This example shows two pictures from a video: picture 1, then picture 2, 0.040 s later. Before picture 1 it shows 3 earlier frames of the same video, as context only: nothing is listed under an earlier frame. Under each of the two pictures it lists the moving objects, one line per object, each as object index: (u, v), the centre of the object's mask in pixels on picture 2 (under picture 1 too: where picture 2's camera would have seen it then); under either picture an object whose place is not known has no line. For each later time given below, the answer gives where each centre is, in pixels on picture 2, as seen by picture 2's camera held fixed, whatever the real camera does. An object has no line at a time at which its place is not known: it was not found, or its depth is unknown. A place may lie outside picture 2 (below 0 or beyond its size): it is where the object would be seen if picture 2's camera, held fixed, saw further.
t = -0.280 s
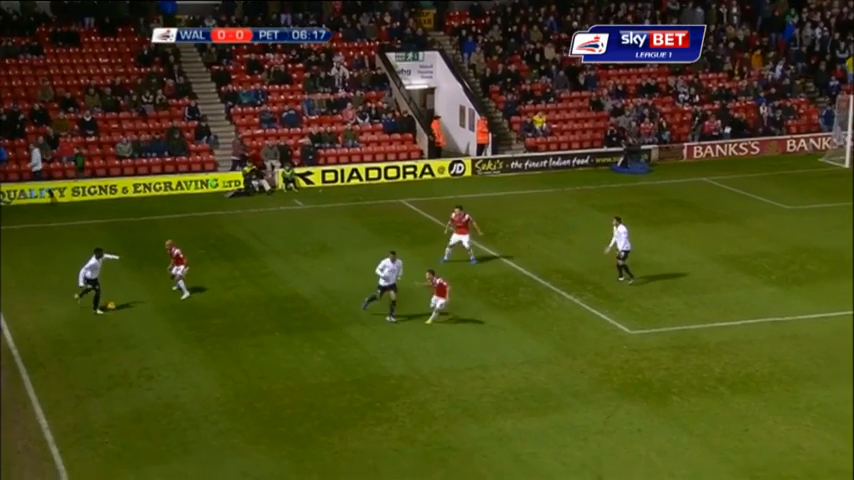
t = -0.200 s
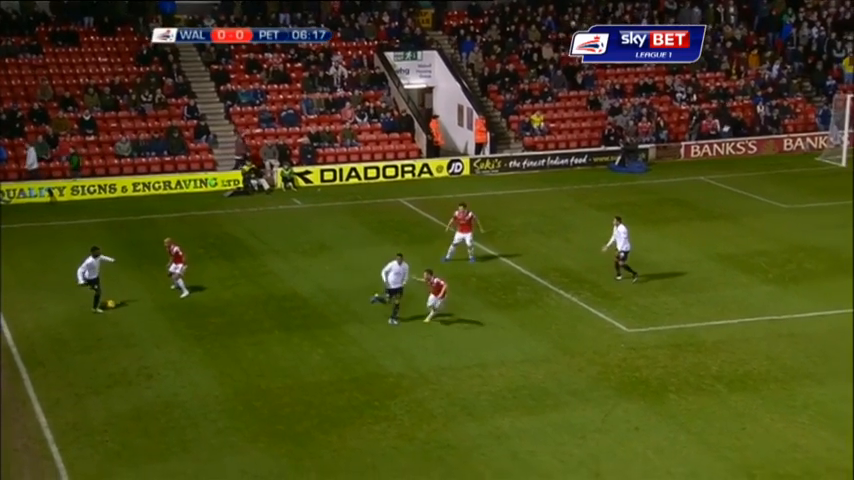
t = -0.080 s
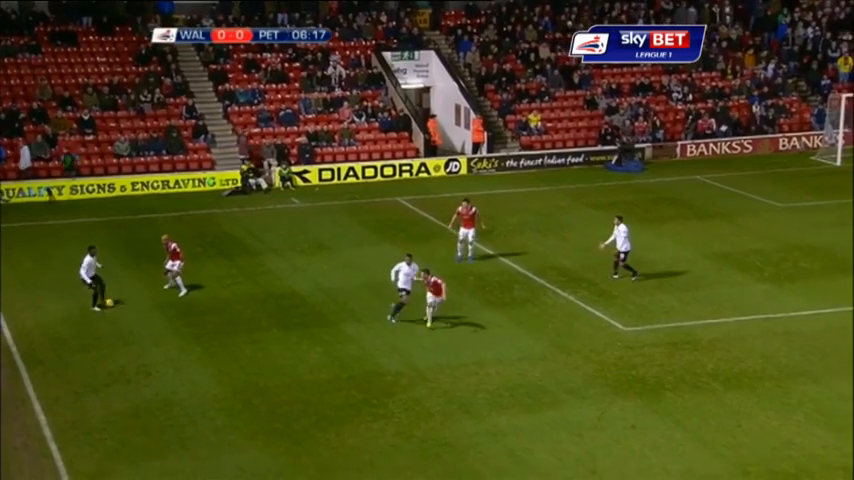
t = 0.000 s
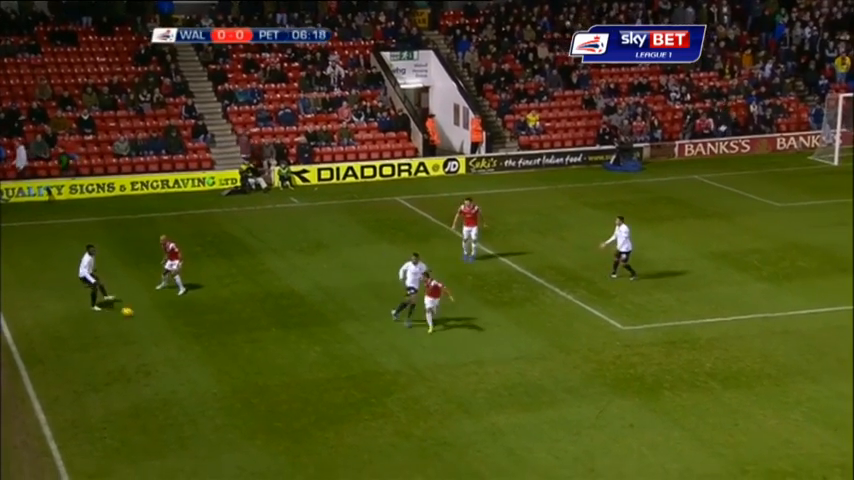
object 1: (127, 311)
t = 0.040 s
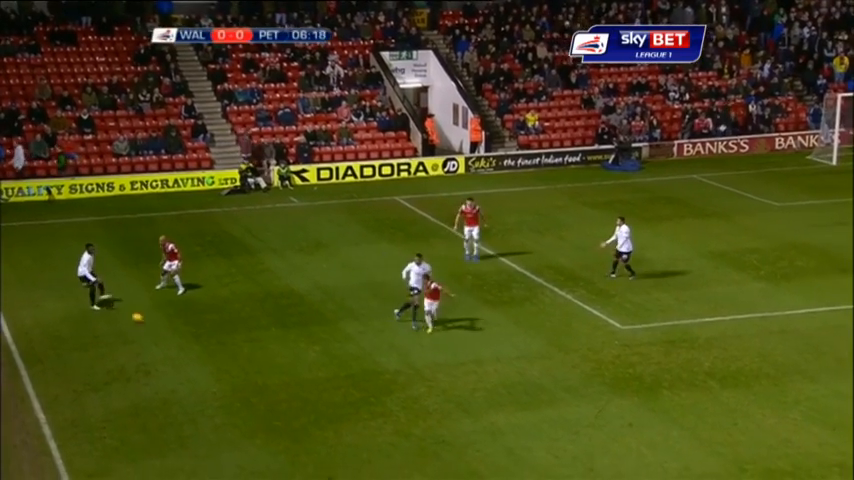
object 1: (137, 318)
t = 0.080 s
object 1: (148, 324)
